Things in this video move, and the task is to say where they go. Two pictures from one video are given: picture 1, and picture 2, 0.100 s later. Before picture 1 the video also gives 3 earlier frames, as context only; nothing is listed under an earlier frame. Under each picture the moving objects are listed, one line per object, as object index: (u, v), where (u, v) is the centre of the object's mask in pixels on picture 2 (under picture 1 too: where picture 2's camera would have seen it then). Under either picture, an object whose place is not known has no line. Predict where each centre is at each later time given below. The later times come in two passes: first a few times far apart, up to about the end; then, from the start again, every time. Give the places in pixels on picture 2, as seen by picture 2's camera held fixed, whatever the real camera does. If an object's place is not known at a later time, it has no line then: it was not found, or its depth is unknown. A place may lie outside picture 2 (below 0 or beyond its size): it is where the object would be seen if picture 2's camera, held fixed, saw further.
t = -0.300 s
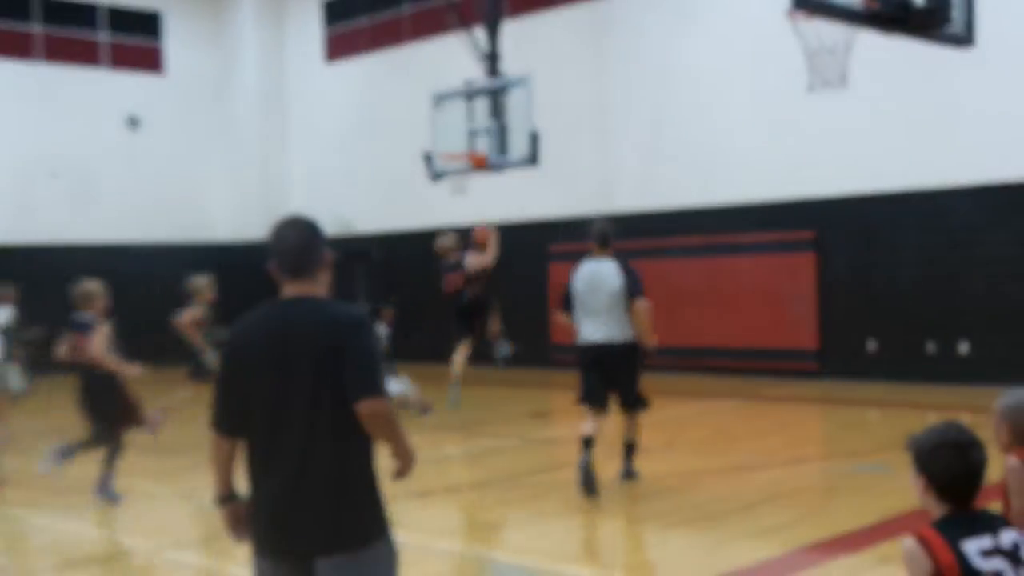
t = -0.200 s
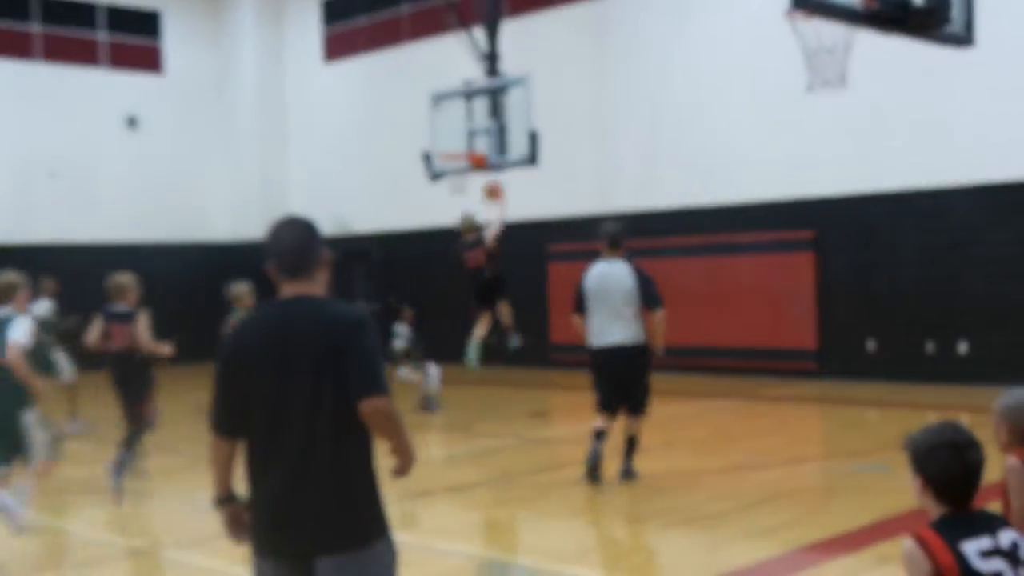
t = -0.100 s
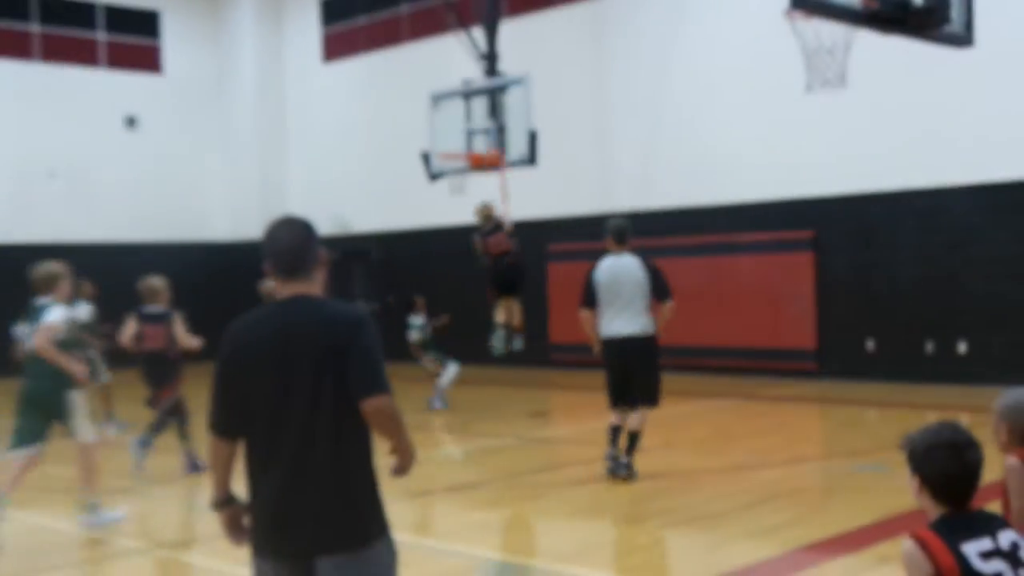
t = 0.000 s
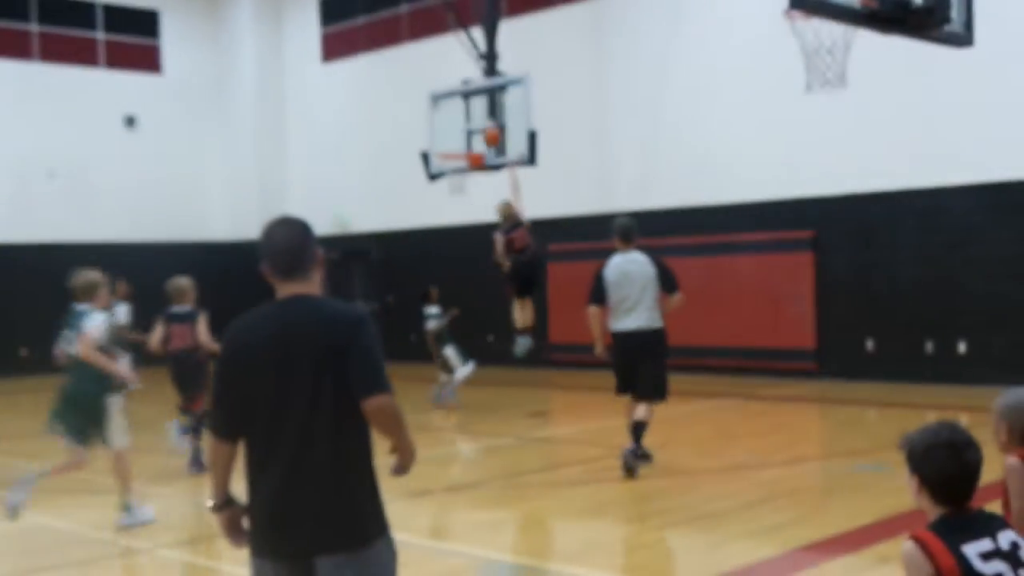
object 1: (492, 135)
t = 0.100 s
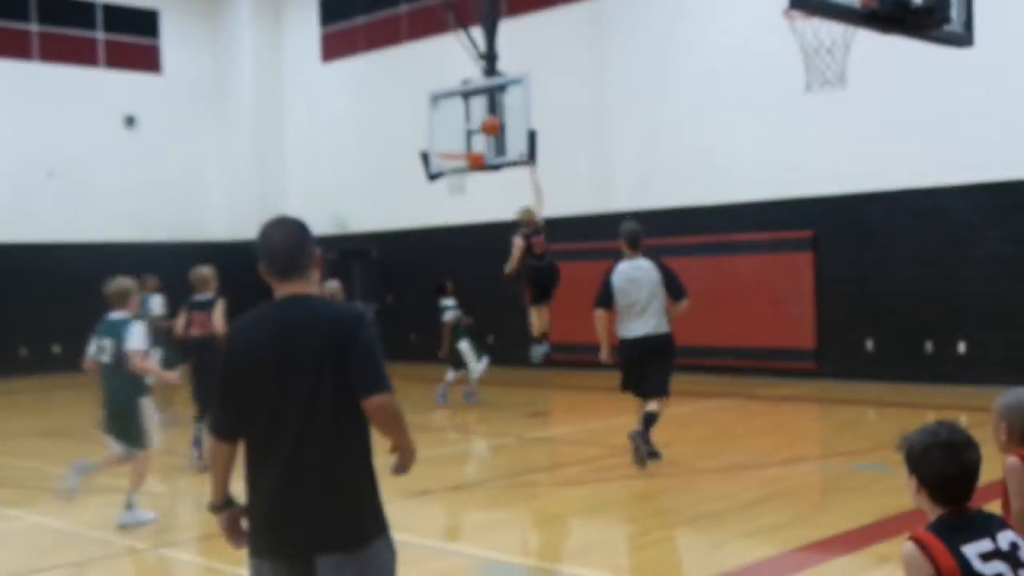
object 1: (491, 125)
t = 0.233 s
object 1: (489, 123)
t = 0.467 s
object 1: (448, 143)
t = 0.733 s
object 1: (460, 144)
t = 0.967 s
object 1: (444, 150)
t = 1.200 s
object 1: (468, 169)
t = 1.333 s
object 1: (470, 176)
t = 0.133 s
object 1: (490, 124)
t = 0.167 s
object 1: (490, 123)
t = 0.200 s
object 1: (489, 123)
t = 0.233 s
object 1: (489, 123)
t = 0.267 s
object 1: (487, 124)
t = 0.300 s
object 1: (480, 125)
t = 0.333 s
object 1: (473, 127)
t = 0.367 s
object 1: (466, 129)
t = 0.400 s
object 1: (460, 133)
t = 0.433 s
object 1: (454, 137)
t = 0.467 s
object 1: (448, 143)
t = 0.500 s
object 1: (443, 148)
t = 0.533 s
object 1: (447, 146)
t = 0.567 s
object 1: (451, 145)
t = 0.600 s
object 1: (456, 145)
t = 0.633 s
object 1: (460, 146)
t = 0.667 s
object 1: (464, 146)
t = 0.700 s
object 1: (463, 146)
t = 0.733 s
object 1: (460, 144)
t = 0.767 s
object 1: (458, 142)
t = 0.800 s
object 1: (455, 141)
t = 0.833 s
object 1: (453, 142)
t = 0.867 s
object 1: (450, 142)
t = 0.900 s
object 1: (447, 144)
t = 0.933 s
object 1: (444, 148)
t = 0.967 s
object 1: (444, 150)
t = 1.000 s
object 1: (447, 150)
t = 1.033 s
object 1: (451, 151)
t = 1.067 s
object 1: (455, 153)
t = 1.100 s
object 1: (458, 157)
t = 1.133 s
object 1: (460, 162)
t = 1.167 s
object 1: (465, 165)
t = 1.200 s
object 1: (468, 169)
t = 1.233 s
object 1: (469, 172)
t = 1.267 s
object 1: (470, 172)
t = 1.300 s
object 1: (470, 175)
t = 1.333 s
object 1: (470, 176)
